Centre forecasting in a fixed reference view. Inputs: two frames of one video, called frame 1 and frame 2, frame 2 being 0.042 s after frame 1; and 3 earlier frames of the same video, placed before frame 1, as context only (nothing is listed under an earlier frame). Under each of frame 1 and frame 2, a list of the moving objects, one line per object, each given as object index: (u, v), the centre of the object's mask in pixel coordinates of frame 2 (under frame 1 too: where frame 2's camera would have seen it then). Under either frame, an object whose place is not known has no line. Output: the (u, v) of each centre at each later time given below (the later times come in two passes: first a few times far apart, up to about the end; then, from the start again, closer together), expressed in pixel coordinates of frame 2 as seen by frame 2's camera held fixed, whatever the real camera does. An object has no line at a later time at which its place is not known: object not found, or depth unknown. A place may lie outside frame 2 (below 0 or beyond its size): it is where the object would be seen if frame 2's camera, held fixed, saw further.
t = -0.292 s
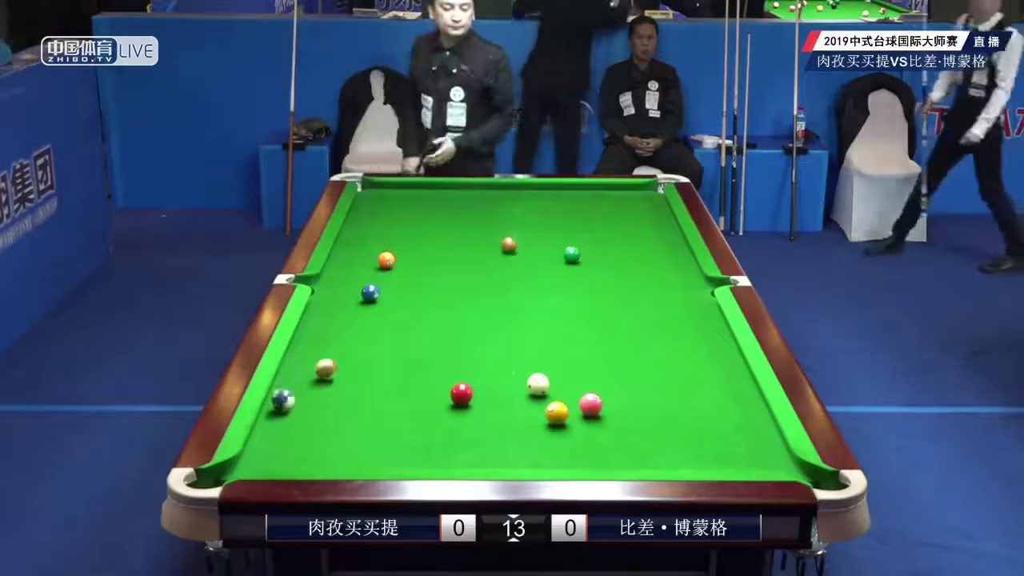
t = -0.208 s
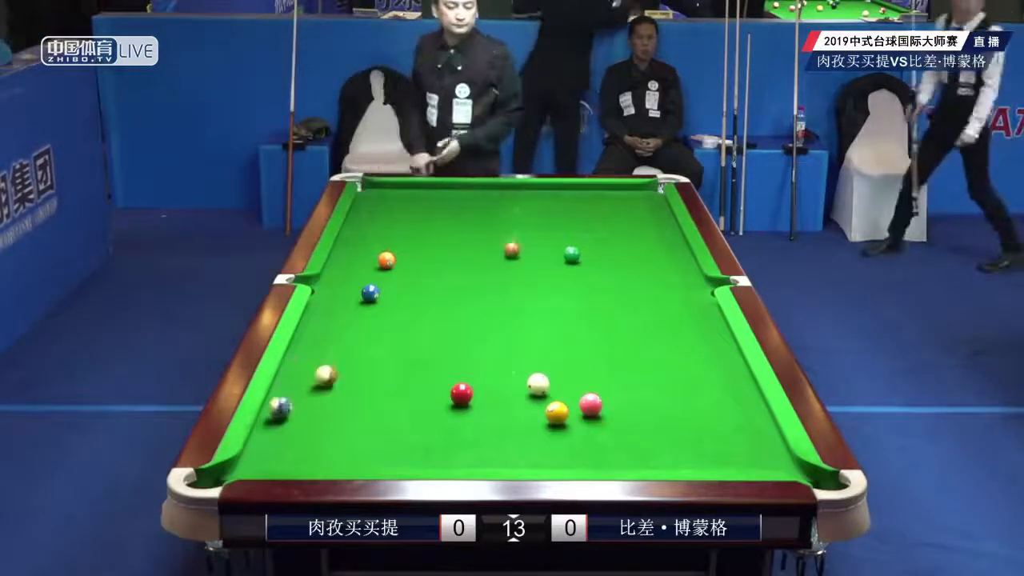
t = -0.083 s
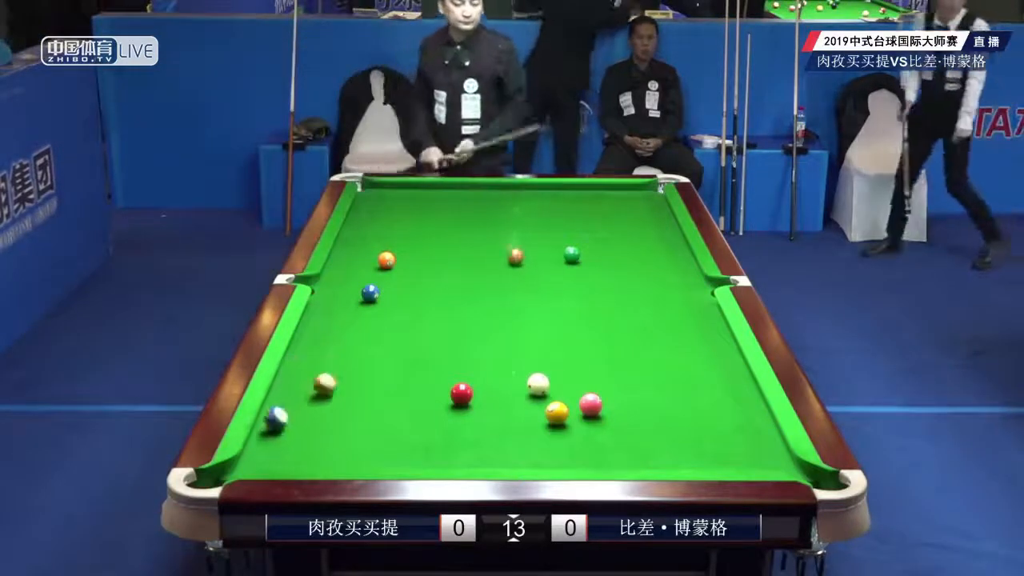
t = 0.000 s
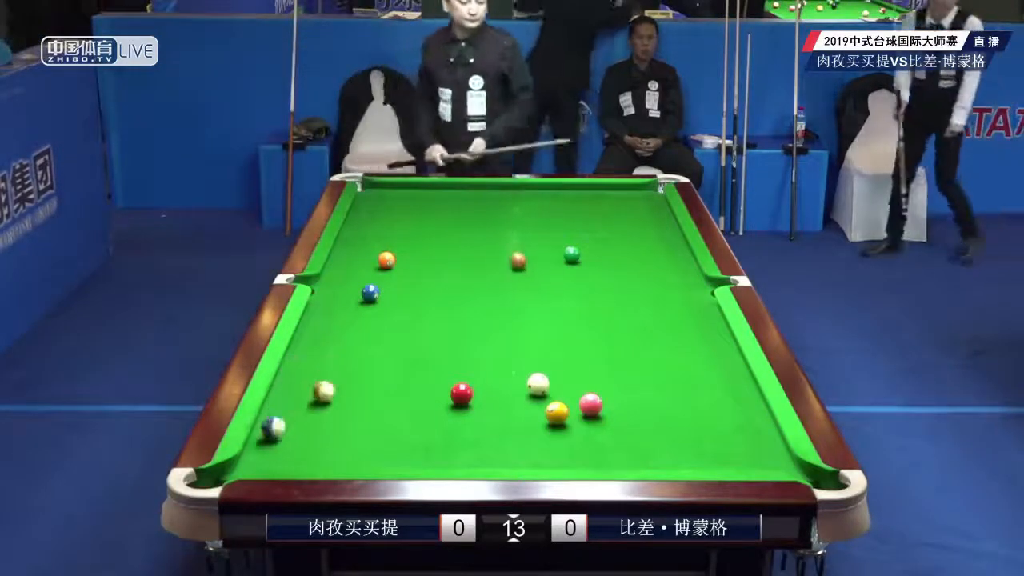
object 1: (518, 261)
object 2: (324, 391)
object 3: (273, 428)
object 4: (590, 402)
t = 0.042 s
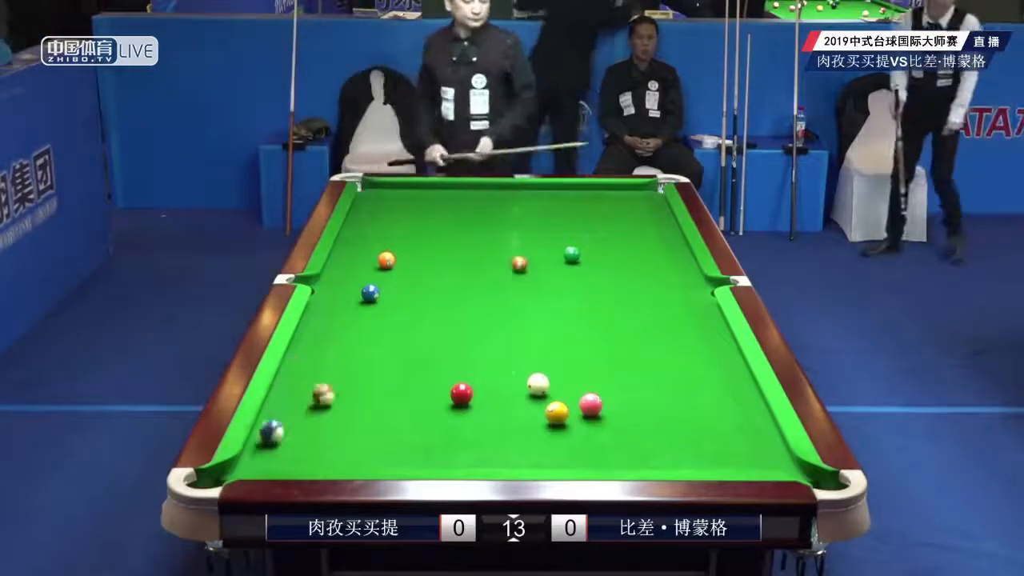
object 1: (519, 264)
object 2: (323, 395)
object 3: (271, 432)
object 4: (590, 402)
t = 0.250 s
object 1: (526, 276)
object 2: (321, 410)
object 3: (264, 452)
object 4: (590, 402)
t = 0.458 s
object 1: (533, 288)
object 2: (318, 426)
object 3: (254, 463)
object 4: (590, 402)
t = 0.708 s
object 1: (542, 303)
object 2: (316, 446)
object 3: (255, 460)
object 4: (590, 403)
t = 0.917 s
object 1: (550, 316)
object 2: (313, 459)
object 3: (272, 458)
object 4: (590, 403)
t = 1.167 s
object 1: (559, 332)
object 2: (316, 458)
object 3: (288, 457)
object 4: (590, 403)
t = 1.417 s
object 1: (568, 348)
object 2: (327, 449)
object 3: (297, 456)
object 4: (590, 403)
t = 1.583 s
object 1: (576, 361)
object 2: (335, 442)
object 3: (301, 456)
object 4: (590, 403)
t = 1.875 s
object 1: (588, 380)
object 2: (344, 432)
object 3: (303, 455)
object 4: (590, 403)
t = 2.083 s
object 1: (598, 391)
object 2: (351, 427)
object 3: (304, 455)
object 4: (590, 403)
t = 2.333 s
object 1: (613, 401)
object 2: (357, 422)
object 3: (304, 455)
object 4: (586, 411)
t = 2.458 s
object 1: (622, 405)
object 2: (360, 419)
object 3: (304, 455)
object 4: (583, 415)
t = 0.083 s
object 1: (520, 266)
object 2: (322, 397)
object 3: (270, 436)
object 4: (590, 402)
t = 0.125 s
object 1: (522, 268)
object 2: (322, 400)
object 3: (268, 440)
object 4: (590, 403)
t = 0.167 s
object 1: (523, 271)
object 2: (322, 403)
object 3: (267, 444)
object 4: (590, 402)
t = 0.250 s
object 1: (526, 276)
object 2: (321, 410)
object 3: (264, 452)
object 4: (590, 402)
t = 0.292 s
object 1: (527, 278)
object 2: (320, 413)
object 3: (262, 455)
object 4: (590, 402)
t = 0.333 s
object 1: (529, 281)
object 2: (320, 416)
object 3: (261, 458)
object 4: (590, 402)
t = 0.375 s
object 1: (530, 283)
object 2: (320, 420)
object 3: (260, 462)
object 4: (590, 403)
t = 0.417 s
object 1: (532, 285)
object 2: (319, 424)
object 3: (257, 463)
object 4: (590, 402)
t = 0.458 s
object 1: (533, 288)
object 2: (318, 426)
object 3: (254, 463)
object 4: (590, 402)
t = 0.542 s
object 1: (536, 293)
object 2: (317, 432)
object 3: (250, 462)
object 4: (590, 403)
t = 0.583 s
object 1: (538, 295)
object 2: (317, 436)
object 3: (247, 460)
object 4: (590, 402)
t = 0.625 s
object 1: (539, 298)
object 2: (317, 440)
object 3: (251, 459)
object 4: (590, 403)
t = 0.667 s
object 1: (541, 300)
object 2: (317, 443)
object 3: (252, 460)
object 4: (590, 403)
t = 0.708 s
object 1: (542, 303)
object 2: (316, 446)
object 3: (255, 460)
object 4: (590, 403)
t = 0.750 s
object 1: (544, 305)
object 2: (315, 449)
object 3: (258, 459)
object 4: (590, 403)
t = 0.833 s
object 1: (546, 310)
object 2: (315, 455)
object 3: (266, 459)
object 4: (590, 403)
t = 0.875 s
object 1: (548, 312)
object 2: (313, 458)
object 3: (268, 458)
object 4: (590, 403)
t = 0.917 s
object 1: (550, 316)
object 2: (313, 459)
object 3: (272, 458)
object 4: (590, 403)
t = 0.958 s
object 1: (551, 318)
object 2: (313, 460)
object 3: (275, 458)
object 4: (590, 403)
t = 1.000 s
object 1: (553, 321)
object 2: (313, 461)
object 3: (278, 458)
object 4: (590, 403)
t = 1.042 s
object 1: (554, 324)
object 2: (314, 461)
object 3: (281, 458)
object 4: (590, 403)
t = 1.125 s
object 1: (557, 329)
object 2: (316, 458)
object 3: (286, 457)
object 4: (590, 403)
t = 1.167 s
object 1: (559, 332)
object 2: (316, 458)
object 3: (288, 457)
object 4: (590, 403)
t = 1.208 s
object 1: (560, 335)
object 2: (318, 456)
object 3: (291, 457)
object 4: (590, 403)
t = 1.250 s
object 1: (562, 337)
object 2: (320, 456)
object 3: (293, 457)
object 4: (590, 403)
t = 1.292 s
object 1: (563, 340)
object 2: (321, 455)
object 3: (295, 457)
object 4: (590, 403)
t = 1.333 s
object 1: (565, 342)
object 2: (323, 453)
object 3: (296, 456)
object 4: (590, 403)
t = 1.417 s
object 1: (568, 348)
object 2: (327, 449)
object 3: (297, 456)
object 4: (590, 403)
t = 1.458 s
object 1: (570, 350)
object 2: (328, 448)
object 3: (298, 456)
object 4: (590, 403)
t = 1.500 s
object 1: (571, 353)
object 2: (331, 445)
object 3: (299, 456)
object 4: (590, 403)
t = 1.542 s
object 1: (573, 356)
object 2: (333, 444)
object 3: (300, 456)
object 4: (590, 403)
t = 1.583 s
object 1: (576, 361)
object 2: (335, 442)
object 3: (301, 456)
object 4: (590, 403)
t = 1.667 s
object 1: (579, 367)
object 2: (338, 439)
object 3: (302, 455)
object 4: (591, 403)
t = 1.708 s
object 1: (581, 370)
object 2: (339, 438)
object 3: (302, 455)
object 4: (591, 403)
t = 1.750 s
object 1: (583, 372)
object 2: (341, 436)
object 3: (303, 455)
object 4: (591, 403)
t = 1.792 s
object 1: (585, 375)
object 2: (342, 434)
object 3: (303, 455)
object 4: (591, 403)
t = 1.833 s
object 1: (587, 377)
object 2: (343, 433)
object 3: (303, 455)
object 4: (591, 403)
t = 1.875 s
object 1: (588, 380)
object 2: (344, 432)
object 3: (303, 455)
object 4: (590, 403)
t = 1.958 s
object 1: (591, 384)
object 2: (347, 430)
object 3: (304, 455)
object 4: (590, 403)
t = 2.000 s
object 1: (594, 386)
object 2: (348, 429)
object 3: (304, 455)
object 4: (590, 403)
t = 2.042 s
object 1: (596, 388)
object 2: (350, 428)
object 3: (304, 455)
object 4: (590, 404)
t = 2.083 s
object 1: (598, 391)
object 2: (351, 427)
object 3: (304, 455)
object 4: (590, 403)
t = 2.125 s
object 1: (601, 394)
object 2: (352, 426)
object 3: (304, 455)
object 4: (591, 405)
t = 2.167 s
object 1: (604, 397)
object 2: (353, 426)
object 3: (304, 455)
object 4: (589, 407)
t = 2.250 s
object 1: (607, 400)
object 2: (355, 423)
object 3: (304, 455)
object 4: (587, 409)
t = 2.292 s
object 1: (611, 400)
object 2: (356, 423)
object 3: (304, 455)
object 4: (587, 410)
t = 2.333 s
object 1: (613, 401)
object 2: (357, 422)
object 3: (304, 455)
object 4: (586, 411)
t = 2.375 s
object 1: (616, 403)
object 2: (358, 421)
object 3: (304, 455)
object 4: (585, 413)
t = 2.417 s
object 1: (619, 403)
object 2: (359, 420)
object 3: (304, 455)
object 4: (585, 414)
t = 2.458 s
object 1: (622, 405)
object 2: (360, 419)
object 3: (304, 455)
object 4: (583, 415)
